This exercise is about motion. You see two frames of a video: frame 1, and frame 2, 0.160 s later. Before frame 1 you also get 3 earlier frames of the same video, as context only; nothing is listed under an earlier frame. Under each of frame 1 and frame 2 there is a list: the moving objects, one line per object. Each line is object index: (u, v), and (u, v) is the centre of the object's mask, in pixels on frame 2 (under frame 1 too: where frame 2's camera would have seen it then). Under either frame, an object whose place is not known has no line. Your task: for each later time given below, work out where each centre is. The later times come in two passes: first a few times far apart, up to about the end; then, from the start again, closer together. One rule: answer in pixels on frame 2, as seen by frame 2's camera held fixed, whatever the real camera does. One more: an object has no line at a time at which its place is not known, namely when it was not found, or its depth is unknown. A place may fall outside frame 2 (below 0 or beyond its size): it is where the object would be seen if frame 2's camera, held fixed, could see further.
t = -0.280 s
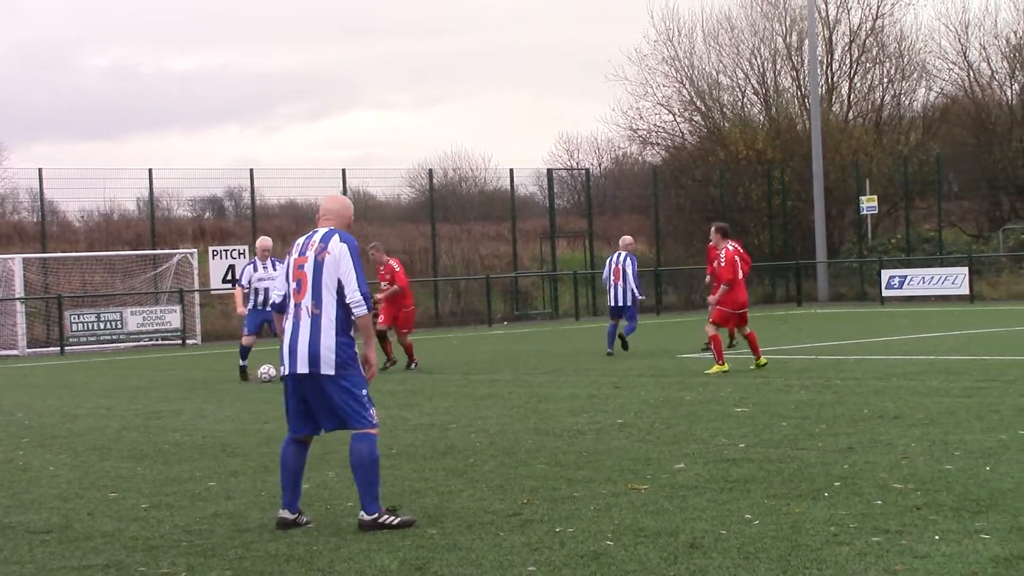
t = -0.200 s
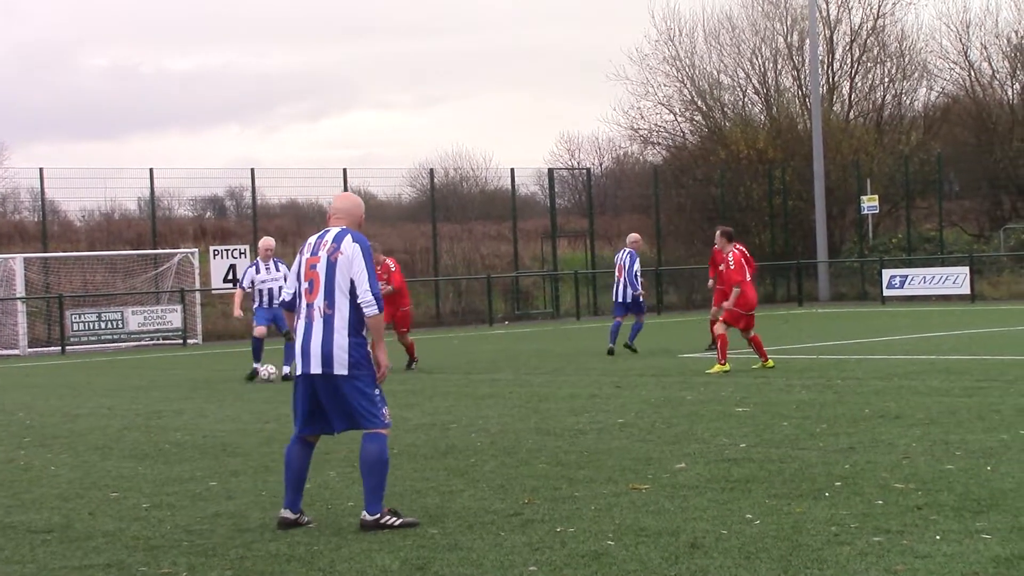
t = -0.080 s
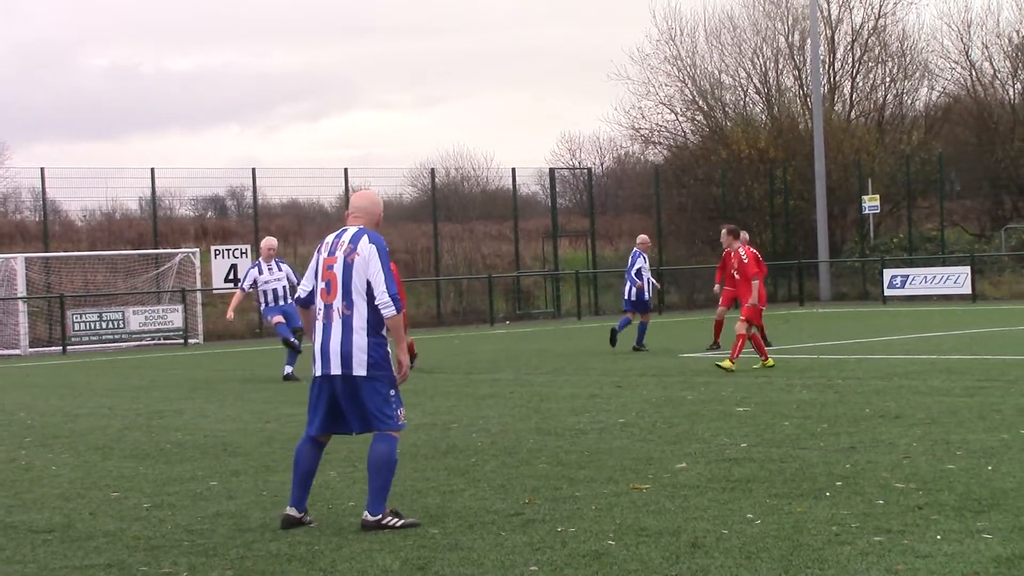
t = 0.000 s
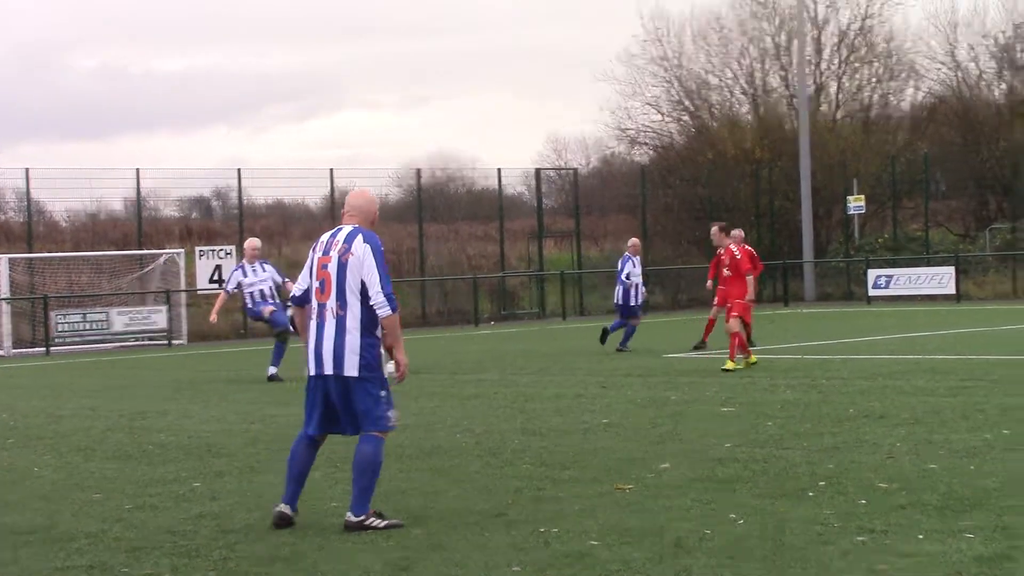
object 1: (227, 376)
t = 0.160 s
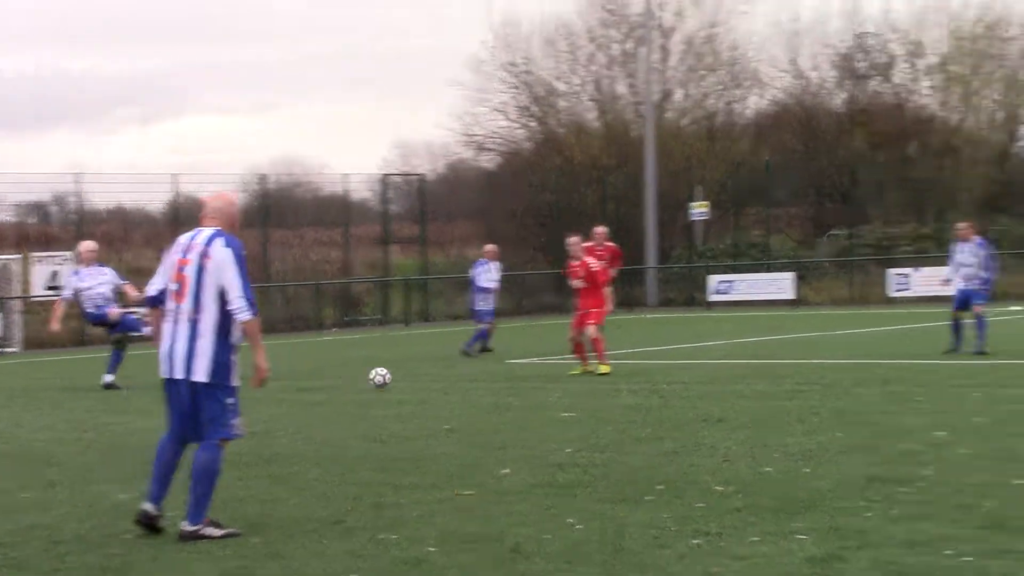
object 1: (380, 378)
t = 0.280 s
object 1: (492, 378)
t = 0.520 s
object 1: (729, 374)
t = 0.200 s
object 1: (418, 377)
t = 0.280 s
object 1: (492, 378)
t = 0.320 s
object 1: (527, 377)
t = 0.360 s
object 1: (566, 375)
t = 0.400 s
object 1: (607, 377)
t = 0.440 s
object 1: (648, 376)
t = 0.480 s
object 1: (688, 374)
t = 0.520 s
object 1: (729, 374)
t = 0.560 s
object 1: (769, 372)
